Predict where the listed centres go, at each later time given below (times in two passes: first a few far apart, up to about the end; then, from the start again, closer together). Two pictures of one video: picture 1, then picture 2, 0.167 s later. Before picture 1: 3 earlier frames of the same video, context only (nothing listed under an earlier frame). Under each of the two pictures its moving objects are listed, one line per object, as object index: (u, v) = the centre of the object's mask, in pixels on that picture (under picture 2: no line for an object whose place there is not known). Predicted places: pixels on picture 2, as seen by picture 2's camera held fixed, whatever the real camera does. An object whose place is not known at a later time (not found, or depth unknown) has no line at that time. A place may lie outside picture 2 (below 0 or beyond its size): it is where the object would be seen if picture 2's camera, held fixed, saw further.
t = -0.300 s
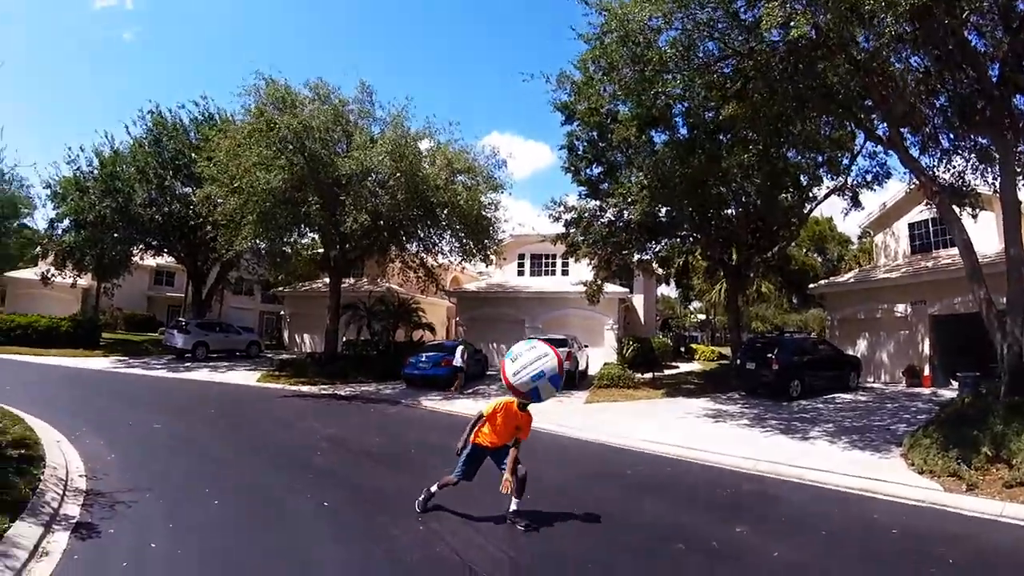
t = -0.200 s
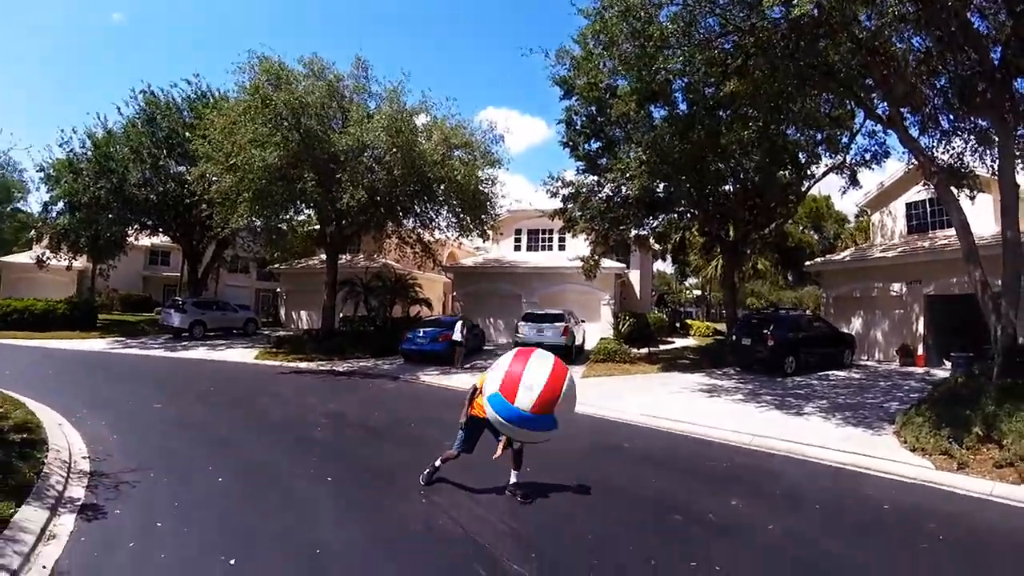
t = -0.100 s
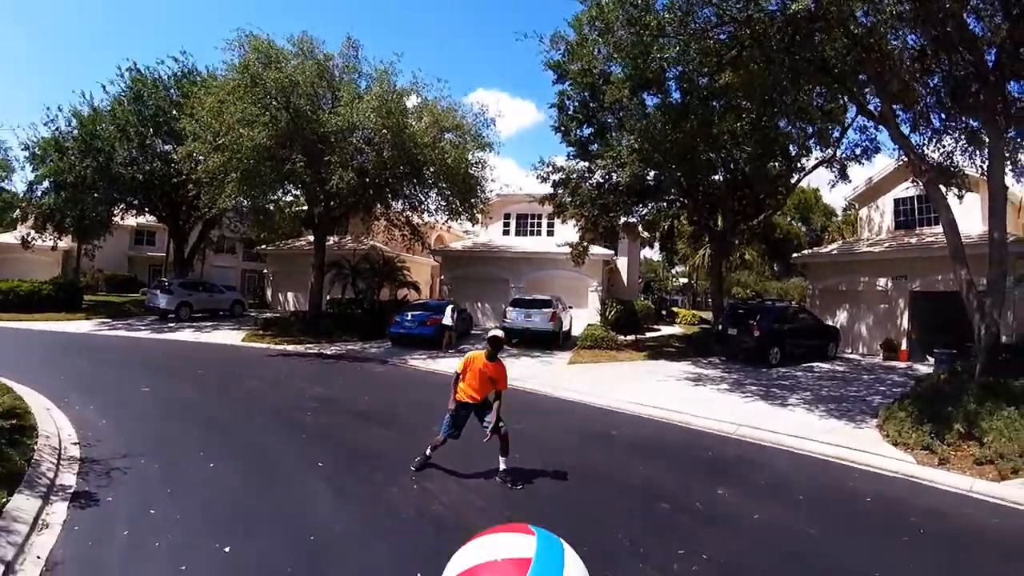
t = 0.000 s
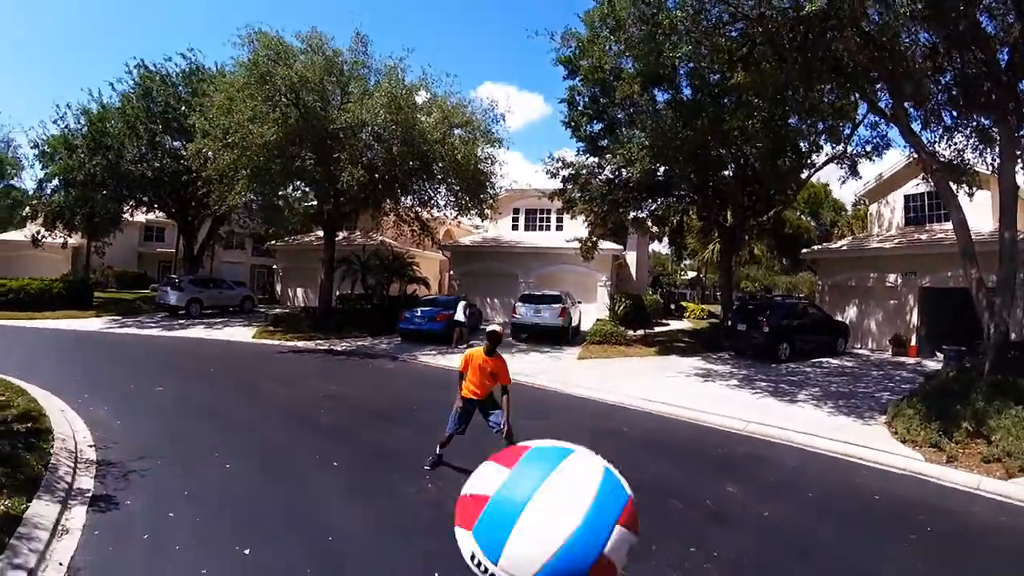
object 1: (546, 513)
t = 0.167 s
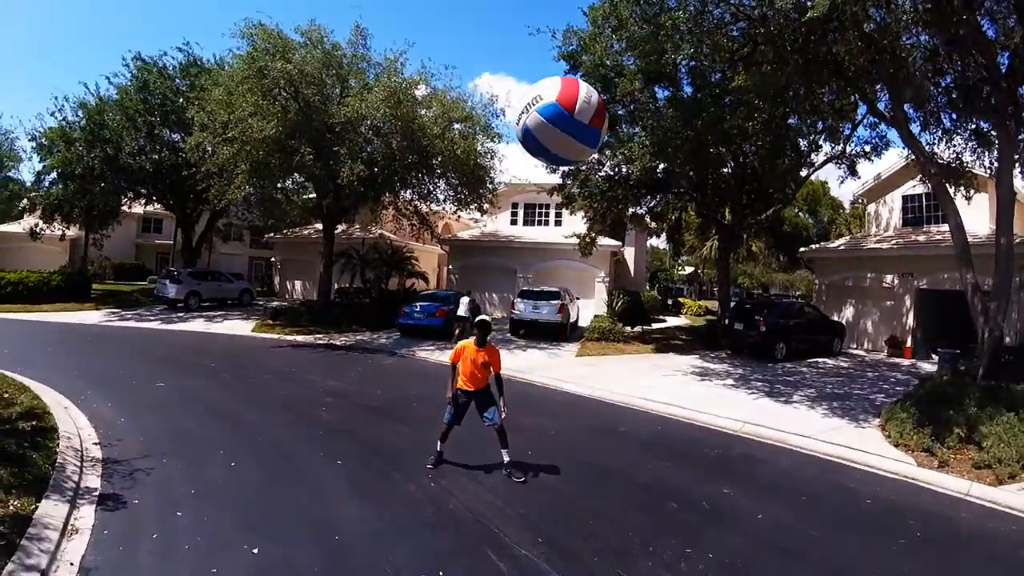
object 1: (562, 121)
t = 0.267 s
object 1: (556, 62)
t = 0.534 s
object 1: (534, 63)
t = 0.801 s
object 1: (506, 159)
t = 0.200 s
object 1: (560, 93)
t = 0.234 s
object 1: (558, 74)
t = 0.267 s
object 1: (556, 62)
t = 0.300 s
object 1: (553, 53)
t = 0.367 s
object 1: (548, 45)
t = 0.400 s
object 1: (545, 45)
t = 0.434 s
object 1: (542, 47)
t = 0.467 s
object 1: (541, 51)
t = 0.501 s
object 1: (538, 56)
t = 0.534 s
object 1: (534, 63)
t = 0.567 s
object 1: (532, 70)
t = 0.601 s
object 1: (528, 79)
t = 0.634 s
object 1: (524, 90)
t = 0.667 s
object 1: (520, 103)
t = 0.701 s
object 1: (516, 117)
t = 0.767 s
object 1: (509, 144)
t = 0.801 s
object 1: (506, 159)
